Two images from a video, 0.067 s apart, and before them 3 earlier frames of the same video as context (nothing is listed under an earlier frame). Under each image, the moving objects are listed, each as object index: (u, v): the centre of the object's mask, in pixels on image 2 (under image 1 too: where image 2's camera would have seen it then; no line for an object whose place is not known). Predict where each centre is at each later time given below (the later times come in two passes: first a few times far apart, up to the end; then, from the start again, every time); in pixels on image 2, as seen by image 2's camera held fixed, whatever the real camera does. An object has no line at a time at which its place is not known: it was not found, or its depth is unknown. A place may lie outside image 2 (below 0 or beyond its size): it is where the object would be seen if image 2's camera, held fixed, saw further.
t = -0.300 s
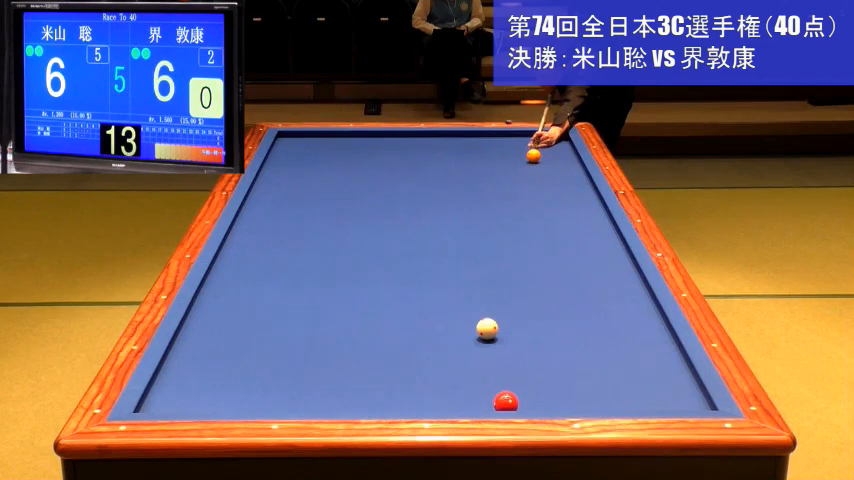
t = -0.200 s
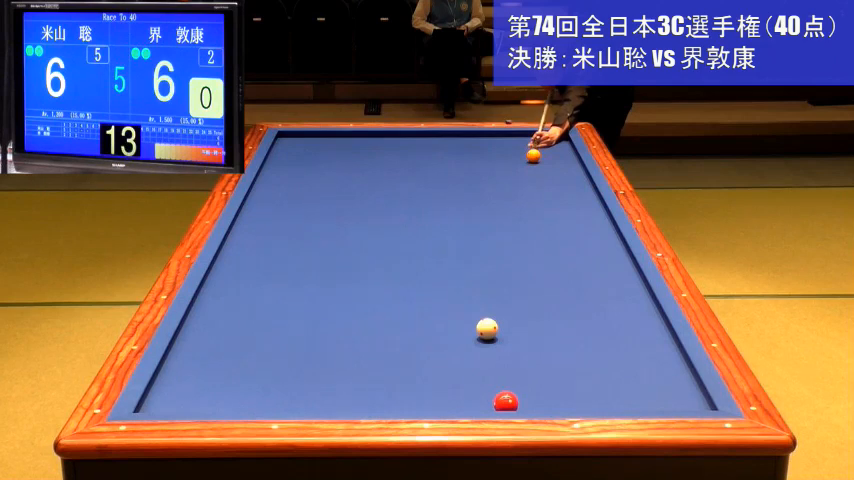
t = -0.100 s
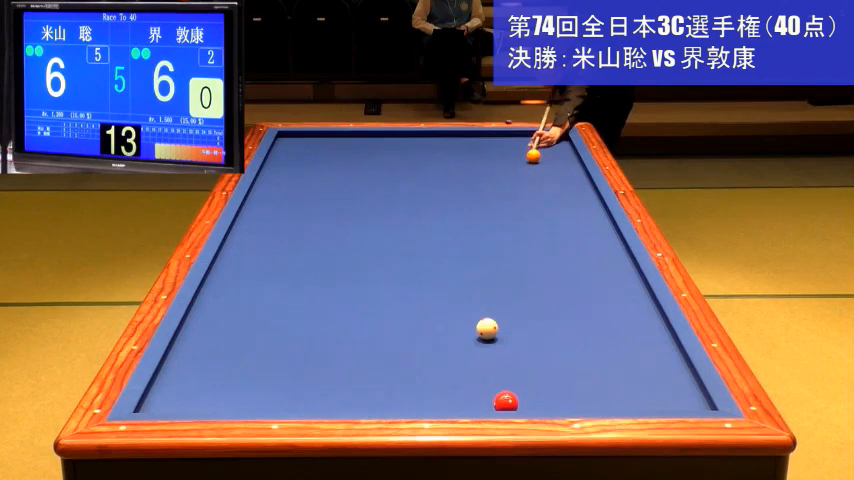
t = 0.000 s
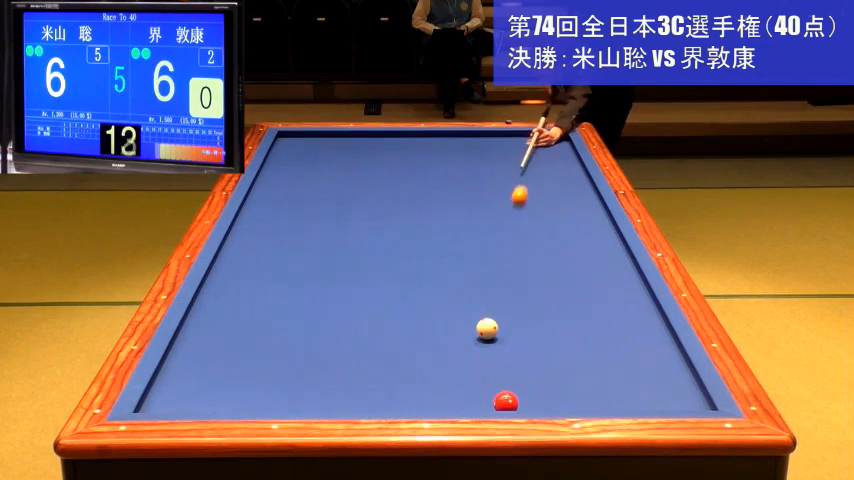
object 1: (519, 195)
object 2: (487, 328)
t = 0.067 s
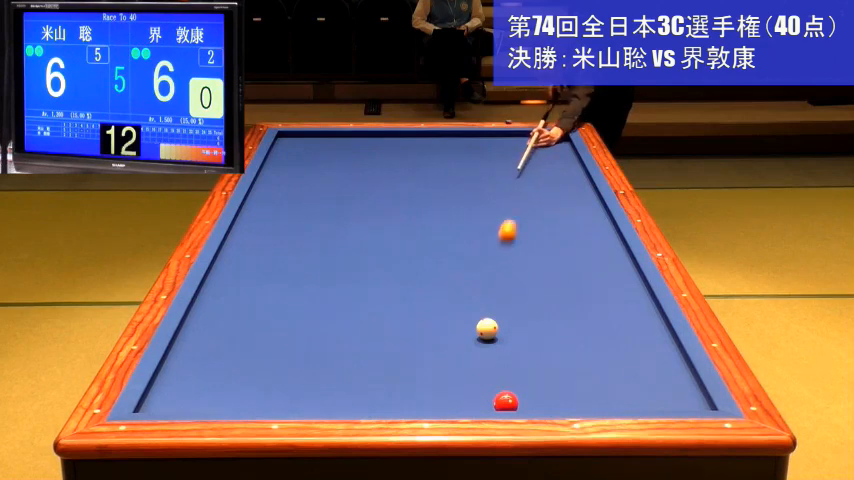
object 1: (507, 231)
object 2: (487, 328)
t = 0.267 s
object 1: (397, 336)
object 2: (552, 382)
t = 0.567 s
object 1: (232, 402)
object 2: (626, 268)
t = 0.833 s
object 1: (429, 384)
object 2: (545, 199)
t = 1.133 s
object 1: (590, 369)
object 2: (481, 150)
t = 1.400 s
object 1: (659, 364)
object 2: (433, 144)
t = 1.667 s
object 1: (581, 364)
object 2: (373, 169)
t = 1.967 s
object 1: (509, 364)
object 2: (297, 195)
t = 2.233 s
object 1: (445, 364)
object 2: (254, 221)
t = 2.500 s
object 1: (383, 363)
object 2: (286, 249)
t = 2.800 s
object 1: (316, 363)
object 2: (323, 284)
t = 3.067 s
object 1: (257, 363)
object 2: (362, 321)
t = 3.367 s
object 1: (192, 362)
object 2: (414, 370)
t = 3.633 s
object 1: (194, 362)
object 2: (472, 396)
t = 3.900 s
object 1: (228, 362)
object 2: (532, 365)
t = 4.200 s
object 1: (263, 362)
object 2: (593, 338)
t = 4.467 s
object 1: (293, 362)
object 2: (639, 317)
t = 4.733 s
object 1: (323, 362)
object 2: (622, 297)
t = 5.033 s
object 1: (354, 361)
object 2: (582, 278)
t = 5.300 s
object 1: (381, 361)
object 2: (549, 263)
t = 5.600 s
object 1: (409, 361)
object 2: (516, 248)
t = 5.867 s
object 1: (433, 361)
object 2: (489, 235)
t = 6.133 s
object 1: (455, 361)
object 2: (464, 224)
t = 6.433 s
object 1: (479, 361)
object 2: (438, 212)
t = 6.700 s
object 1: (499, 362)
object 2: (417, 202)
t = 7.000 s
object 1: (521, 363)
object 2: (396, 193)
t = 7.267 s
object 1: (539, 363)
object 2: (378, 184)
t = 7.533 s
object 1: (555, 363)
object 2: (362, 177)
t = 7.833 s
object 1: (572, 364)
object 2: (344, 169)
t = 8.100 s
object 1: (587, 364)
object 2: (330, 163)
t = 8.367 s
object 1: (599, 365)
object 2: (317, 157)
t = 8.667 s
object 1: (613, 365)
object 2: (303, 150)
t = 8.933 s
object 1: (623, 365)
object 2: (291, 145)
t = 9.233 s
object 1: (634, 365)
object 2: (279, 140)
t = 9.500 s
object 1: (642, 365)
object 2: (287, 136)
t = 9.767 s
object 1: (648, 365)
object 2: (294, 133)
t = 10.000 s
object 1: (654, 366)
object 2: (296, 135)
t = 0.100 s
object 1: (500, 251)
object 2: (487, 328)
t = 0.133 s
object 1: (493, 274)
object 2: (487, 328)
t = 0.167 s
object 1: (484, 299)
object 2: (487, 328)
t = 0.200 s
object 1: (468, 320)
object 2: (494, 332)
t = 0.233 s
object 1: (433, 327)
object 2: (521, 356)
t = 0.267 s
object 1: (397, 336)
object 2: (552, 382)
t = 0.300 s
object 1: (360, 344)
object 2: (581, 400)
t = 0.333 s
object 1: (323, 352)
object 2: (589, 376)
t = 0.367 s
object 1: (284, 361)
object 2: (596, 355)
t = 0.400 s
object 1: (245, 371)
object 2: (602, 337)
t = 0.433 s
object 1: (204, 380)
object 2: (607, 325)
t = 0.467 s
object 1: (163, 390)
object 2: (613, 307)
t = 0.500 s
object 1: (173, 397)
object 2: (617, 292)
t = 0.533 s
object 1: (203, 400)
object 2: (622, 281)
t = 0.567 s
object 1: (232, 402)
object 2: (626, 268)
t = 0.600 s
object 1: (262, 405)
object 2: (624, 257)
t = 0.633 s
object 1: (289, 402)
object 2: (610, 246)
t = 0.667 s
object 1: (315, 399)
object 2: (597, 238)
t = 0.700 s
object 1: (339, 396)
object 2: (585, 229)
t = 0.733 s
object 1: (363, 393)
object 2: (574, 221)
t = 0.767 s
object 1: (386, 390)
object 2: (564, 213)
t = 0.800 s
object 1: (408, 387)
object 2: (554, 206)
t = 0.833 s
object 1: (429, 384)
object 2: (545, 199)
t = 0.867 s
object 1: (450, 382)
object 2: (536, 192)
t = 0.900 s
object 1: (470, 379)
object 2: (527, 186)
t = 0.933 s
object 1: (489, 377)
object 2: (520, 180)
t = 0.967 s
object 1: (507, 375)
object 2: (512, 174)
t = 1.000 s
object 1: (525, 374)
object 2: (505, 169)
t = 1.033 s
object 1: (542, 372)
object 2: (498, 164)
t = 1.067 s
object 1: (558, 371)
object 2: (492, 159)
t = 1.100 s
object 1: (574, 370)
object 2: (486, 155)
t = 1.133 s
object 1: (590, 369)
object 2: (481, 150)
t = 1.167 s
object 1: (605, 368)
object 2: (475, 146)
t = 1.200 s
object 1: (620, 367)
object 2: (470, 142)
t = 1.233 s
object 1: (634, 366)
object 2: (465, 138)
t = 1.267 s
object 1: (649, 365)
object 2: (460, 134)
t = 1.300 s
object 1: (663, 365)
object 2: (454, 133)
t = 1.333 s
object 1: (678, 364)
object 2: (447, 137)
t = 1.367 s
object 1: (672, 364)
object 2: (440, 140)
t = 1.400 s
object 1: (659, 364)
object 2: (433, 144)
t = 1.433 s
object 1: (647, 364)
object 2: (426, 147)
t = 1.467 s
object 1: (636, 364)
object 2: (419, 150)
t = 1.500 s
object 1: (626, 364)
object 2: (411, 153)
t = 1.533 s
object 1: (616, 364)
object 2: (404, 157)
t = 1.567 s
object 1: (606, 364)
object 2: (396, 160)
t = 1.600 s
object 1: (598, 364)
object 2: (389, 163)
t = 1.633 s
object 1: (590, 364)
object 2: (381, 166)
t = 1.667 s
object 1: (581, 364)
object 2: (373, 169)
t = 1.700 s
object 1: (573, 364)
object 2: (365, 172)
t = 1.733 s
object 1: (565, 364)
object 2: (357, 175)
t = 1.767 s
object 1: (557, 364)
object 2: (348, 178)
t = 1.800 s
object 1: (549, 364)
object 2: (340, 181)
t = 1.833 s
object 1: (541, 364)
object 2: (332, 183)
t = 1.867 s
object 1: (533, 364)
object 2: (323, 186)
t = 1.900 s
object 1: (525, 364)
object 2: (315, 189)
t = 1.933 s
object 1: (517, 364)
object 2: (306, 192)
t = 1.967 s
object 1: (509, 364)
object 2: (297, 195)
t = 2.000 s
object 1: (501, 364)
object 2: (288, 199)
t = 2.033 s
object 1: (493, 364)
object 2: (279, 202)
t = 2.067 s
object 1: (485, 364)
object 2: (269, 205)
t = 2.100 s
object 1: (477, 364)
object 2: (260, 208)
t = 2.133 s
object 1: (469, 364)
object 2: (250, 211)
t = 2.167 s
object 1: (461, 364)
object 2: (244, 215)
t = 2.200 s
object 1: (453, 364)
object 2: (249, 218)
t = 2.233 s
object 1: (445, 364)
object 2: (254, 221)
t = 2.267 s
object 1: (437, 364)
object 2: (259, 224)
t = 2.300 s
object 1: (430, 364)
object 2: (263, 228)
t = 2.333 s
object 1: (422, 363)
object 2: (267, 231)
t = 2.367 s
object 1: (414, 363)
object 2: (271, 234)
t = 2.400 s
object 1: (407, 363)
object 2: (274, 238)
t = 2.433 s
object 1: (399, 363)
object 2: (278, 241)
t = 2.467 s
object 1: (391, 363)
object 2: (282, 245)
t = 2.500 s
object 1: (383, 363)
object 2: (286, 249)
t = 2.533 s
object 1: (376, 363)
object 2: (289, 252)
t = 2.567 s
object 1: (368, 363)
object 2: (293, 256)
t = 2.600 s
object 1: (361, 363)
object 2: (297, 260)
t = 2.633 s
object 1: (353, 363)
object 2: (301, 263)
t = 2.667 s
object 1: (346, 363)
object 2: (306, 268)
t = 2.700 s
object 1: (338, 363)
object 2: (310, 272)
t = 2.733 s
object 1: (331, 363)
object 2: (314, 276)
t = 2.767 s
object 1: (323, 363)
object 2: (318, 280)
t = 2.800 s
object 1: (316, 363)
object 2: (323, 284)
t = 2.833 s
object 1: (309, 363)
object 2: (328, 288)
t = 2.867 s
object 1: (301, 363)
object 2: (332, 293)
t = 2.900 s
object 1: (293, 363)
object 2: (337, 297)
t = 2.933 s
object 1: (286, 363)
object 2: (342, 302)
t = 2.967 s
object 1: (279, 363)
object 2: (347, 307)
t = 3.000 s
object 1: (272, 363)
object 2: (352, 311)
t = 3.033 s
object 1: (264, 363)
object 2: (357, 316)
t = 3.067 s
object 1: (257, 363)
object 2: (362, 321)
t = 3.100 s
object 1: (250, 363)
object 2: (367, 326)
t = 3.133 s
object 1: (242, 363)
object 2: (373, 331)
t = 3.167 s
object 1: (235, 363)
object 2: (378, 337)
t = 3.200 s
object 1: (228, 362)
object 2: (384, 342)
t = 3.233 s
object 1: (221, 363)
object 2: (389, 347)
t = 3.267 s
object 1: (214, 362)
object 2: (395, 353)
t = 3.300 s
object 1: (206, 363)
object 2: (402, 359)
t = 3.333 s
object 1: (199, 362)
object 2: (408, 364)
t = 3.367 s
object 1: (192, 362)
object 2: (414, 370)
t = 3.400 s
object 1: (185, 362)
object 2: (420, 376)
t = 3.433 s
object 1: (178, 362)
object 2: (427, 383)
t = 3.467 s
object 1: (171, 362)
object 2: (433, 389)
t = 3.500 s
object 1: (175, 362)
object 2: (440, 395)
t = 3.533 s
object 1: (181, 363)
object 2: (447, 400)
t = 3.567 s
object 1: (186, 362)
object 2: (455, 404)
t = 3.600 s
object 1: (190, 362)
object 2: (463, 400)
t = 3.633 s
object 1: (194, 362)
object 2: (472, 396)
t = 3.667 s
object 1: (199, 362)
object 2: (480, 391)
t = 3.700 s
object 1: (203, 362)
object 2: (487, 386)
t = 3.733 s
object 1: (207, 362)
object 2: (495, 382)
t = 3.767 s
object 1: (211, 362)
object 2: (503, 378)
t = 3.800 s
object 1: (215, 362)
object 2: (511, 375)
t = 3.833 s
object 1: (219, 362)
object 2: (518, 371)
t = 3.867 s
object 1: (223, 362)
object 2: (525, 368)
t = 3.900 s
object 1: (228, 362)
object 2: (532, 365)
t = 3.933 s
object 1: (232, 362)
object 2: (539, 362)
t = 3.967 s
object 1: (236, 362)
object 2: (546, 359)
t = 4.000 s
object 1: (240, 362)
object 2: (553, 356)
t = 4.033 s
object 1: (244, 362)
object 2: (560, 352)
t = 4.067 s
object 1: (248, 362)
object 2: (567, 349)
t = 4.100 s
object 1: (252, 362)
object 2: (573, 347)
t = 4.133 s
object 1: (255, 362)
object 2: (579, 344)
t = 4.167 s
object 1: (259, 362)
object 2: (586, 341)
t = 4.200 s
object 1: (263, 362)
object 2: (593, 338)
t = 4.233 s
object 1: (267, 362)
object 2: (599, 335)
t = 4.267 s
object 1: (271, 362)
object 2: (604, 332)
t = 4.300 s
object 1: (275, 362)
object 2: (611, 330)
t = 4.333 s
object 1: (279, 362)
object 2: (616, 327)
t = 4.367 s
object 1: (283, 362)
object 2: (622, 324)
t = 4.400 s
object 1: (286, 362)
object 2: (628, 322)
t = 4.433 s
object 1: (290, 362)
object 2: (634, 319)
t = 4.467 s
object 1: (293, 362)
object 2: (639, 317)
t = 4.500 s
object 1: (297, 362)
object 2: (645, 315)
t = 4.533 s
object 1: (301, 362)
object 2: (651, 312)
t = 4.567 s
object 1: (305, 362)
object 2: (650, 309)
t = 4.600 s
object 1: (309, 362)
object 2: (643, 306)
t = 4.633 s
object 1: (312, 362)
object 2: (637, 304)
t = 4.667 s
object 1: (316, 362)
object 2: (632, 302)
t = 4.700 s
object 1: (319, 362)
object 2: (627, 299)
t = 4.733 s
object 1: (323, 362)
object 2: (622, 297)
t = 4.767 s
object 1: (326, 362)
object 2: (618, 295)
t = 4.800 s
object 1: (330, 362)
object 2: (613, 293)
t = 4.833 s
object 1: (333, 362)
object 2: (608, 291)
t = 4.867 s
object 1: (337, 362)
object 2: (604, 289)
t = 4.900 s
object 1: (340, 361)
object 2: (599, 287)
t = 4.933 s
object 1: (344, 361)
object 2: (595, 284)
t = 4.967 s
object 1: (347, 361)
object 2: (590, 282)
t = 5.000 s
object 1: (351, 361)
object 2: (586, 280)
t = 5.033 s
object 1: (354, 361)
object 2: (582, 278)
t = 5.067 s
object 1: (358, 361)
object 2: (577, 276)
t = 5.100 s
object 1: (361, 361)
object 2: (573, 274)
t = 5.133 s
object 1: (364, 361)
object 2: (569, 272)
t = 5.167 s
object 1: (367, 361)
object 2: (565, 271)
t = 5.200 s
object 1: (371, 361)
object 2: (561, 269)
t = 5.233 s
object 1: (374, 361)
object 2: (557, 267)
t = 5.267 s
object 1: (377, 361)
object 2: (553, 265)
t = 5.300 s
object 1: (381, 361)
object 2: (549, 263)
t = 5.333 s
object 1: (384, 361)
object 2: (545, 261)
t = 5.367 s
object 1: (387, 362)
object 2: (541, 260)
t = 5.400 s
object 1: (390, 361)
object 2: (538, 258)
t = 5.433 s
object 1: (393, 361)
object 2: (534, 256)
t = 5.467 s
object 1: (396, 361)
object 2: (530, 254)
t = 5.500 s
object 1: (399, 361)
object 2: (526, 253)
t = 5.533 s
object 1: (402, 361)
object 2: (523, 251)
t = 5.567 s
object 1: (406, 361)
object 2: (519, 250)
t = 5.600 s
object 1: (409, 361)
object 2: (516, 248)
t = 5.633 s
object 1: (412, 361)
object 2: (512, 246)
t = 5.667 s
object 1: (415, 361)
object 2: (509, 245)
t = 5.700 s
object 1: (418, 361)
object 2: (505, 243)
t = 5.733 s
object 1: (421, 361)
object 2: (502, 241)
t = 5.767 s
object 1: (424, 361)
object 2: (499, 240)
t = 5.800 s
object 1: (427, 361)
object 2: (495, 238)
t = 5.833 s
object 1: (430, 361)
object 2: (492, 237)
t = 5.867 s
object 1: (433, 361)
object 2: (489, 235)
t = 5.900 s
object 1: (435, 361)
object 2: (485, 234)
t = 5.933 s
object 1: (438, 361)
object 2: (482, 232)
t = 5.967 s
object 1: (441, 361)
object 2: (479, 231)
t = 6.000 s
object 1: (444, 361)
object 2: (476, 230)
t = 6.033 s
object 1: (447, 361)
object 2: (473, 228)
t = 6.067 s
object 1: (450, 361)
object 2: (470, 226)
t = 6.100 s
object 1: (452, 361)
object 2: (467, 225)
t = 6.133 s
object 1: (455, 361)
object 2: (464, 224)
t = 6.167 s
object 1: (458, 361)
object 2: (461, 222)
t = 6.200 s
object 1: (461, 361)
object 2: (458, 221)
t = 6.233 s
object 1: (463, 361)
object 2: (455, 220)
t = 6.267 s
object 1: (466, 361)
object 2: (452, 218)
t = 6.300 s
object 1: (469, 361)
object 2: (449, 217)
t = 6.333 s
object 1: (471, 361)
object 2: (447, 216)
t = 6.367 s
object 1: (474, 361)
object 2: (444, 215)
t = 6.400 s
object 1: (476, 361)
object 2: (441, 213)
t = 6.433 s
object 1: (479, 361)
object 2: (438, 212)
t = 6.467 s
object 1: (482, 362)
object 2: (436, 211)
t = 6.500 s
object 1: (484, 362)
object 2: (433, 210)
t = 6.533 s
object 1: (487, 362)
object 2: (431, 208)
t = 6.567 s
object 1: (489, 362)
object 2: (428, 207)
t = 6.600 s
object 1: (492, 362)
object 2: (425, 206)
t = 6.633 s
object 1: (495, 362)
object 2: (423, 205)
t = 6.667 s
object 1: (497, 362)
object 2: (420, 204)
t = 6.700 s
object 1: (499, 362)
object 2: (417, 202)
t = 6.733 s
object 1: (502, 362)
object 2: (415, 201)
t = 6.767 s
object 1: (505, 362)
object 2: (412, 200)
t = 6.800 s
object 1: (507, 362)
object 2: (410, 199)
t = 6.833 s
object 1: (509, 362)
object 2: (408, 198)
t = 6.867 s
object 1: (511, 362)
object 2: (406, 197)
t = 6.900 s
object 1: (514, 363)
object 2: (403, 196)
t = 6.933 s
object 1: (516, 363)
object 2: (401, 195)
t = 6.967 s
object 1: (519, 363)
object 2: (398, 194)
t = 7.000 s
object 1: (521, 363)
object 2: (396, 193)
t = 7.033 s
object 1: (523, 363)
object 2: (394, 192)
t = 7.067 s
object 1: (525, 363)
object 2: (391, 191)
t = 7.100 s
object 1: (527, 363)
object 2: (389, 189)
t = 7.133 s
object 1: (529, 363)
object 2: (387, 189)
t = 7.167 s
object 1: (532, 363)
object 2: (385, 187)
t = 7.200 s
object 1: (534, 363)
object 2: (382, 186)
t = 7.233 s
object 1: (536, 364)
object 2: (380, 186)
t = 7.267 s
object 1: (539, 363)
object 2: (378, 184)
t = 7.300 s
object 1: (541, 363)
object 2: (376, 184)
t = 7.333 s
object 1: (543, 364)
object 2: (374, 183)
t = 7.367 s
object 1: (545, 363)
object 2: (372, 182)
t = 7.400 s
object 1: (547, 363)
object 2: (370, 181)
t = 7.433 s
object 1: (549, 363)
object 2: (368, 180)
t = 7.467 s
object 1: (551, 363)
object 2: (366, 179)
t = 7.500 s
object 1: (553, 363)
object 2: (364, 178)
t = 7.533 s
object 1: (555, 363)
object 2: (362, 177)
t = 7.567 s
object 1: (557, 363)
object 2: (360, 176)
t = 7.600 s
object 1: (559, 363)
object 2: (358, 175)
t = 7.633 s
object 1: (561, 363)
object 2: (356, 175)
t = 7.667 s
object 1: (563, 364)
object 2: (354, 174)
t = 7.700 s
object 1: (565, 364)
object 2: (352, 173)
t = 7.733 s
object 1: (567, 364)
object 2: (350, 172)
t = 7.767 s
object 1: (569, 364)
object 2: (348, 171)
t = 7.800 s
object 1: (570, 364)
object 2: (346, 170)
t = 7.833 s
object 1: (572, 364)
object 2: (344, 169)
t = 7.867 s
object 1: (574, 364)
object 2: (342, 168)
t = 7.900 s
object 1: (576, 364)
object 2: (341, 167)
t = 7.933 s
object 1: (577, 364)
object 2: (339, 167)
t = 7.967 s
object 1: (580, 364)
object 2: (337, 166)
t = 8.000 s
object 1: (582, 364)
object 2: (335, 165)
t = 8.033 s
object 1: (583, 364)
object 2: (334, 165)
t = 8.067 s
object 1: (585, 364)
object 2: (332, 164)
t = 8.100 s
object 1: (587, 364)
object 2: (330, 163)
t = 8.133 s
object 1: (588, 364)
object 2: (328, 162)
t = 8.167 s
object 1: (590, 364)
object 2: (327, 162)
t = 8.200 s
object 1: (592, 364)
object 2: (325, 161)
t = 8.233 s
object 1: (593, 365)
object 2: (323, 160)
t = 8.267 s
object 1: (594, 364)
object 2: (322, 159)
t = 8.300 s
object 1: (596, 365)
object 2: (320, 158)
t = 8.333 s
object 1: (598, 364)
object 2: (318, 157)
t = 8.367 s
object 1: (599, 365)
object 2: (317, 157)
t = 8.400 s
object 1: (601, 365)
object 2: (315, 156)
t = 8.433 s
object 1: (603, 365)
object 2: (314, 155)
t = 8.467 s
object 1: (604, 365)
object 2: (312, 155)
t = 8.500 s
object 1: (605, 365)
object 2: (310, 154)
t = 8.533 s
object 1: (607, 365)
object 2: (309, 153)
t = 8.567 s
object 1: (608, 365)
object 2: (307, 152)
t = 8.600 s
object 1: (610, 365)
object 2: (305, 152)
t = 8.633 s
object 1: (611, 365)
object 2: (304, 151)
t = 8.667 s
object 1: (613, 365)
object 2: (303, 150)
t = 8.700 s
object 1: (614, 365)
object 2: (301, 150)
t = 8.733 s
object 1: (615, 365)
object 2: (300, 149)
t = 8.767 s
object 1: (617, 365)
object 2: (298, 148)
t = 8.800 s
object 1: (618, 365)
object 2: (297, 148)
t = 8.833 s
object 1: (620, 365)
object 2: (295, 147)
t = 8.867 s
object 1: (621, 365)
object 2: (294, 147)
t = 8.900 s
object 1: (622, 365)
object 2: (293, 146)
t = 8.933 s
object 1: (623, 365)
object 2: (291, 145)
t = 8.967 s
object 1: (625, 365)
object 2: (290, 145)
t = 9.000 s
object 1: (626, 365)
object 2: (288, 144)
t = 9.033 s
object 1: (627, 365)
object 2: (287, 143)
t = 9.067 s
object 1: (628, 365)
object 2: (286, 143)
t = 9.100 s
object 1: (629, 365)
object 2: (285, 142)
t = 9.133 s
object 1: (630, 365)
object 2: (283, 142)
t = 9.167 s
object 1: (631, 365)
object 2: (281, 141)
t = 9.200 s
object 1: (633, 365)
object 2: (280, 140)
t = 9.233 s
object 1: (634, 365)
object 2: (279, 140)
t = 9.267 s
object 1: (635, 365)
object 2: (280, 139)
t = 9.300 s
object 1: (636, 365)
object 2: (281, 139)
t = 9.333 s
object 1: (637, 365)
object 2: (282, 138)
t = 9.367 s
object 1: (638, 365)
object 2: (283, 138)
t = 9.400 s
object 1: (639, 365)
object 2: (284, 137)
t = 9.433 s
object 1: (640, 365)
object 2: (285, 137)
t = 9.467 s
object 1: (641, 365)
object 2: (286, 137)
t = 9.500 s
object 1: (642, 365)
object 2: (287, 136)
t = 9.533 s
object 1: (643, 365)
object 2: (288, 136)
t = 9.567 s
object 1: (644, 365)
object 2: (288, 136)
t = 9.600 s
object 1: (645, 365)
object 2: (289, 135)
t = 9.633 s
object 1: (645, 365)
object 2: (290, 135)
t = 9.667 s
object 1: (646, 365)
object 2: (291, 134)
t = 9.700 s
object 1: (647, 365)
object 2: (292, 134)
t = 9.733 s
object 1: (648, 365)
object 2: (293, 133)
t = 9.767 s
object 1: (648, 365)
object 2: (294, 133)
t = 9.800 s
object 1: (649, 366)
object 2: (294, 134)
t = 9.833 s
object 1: (650, 366)
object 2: (294, 134)
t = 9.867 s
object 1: (651, 366)
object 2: (295, 134)
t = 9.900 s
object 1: (651, 366)
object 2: (295, 134)
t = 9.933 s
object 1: (652, 366)
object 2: (295, 135)
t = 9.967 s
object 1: (653, 366)
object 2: (296, 135)
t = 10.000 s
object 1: (654, 366)
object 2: (296, 135)
